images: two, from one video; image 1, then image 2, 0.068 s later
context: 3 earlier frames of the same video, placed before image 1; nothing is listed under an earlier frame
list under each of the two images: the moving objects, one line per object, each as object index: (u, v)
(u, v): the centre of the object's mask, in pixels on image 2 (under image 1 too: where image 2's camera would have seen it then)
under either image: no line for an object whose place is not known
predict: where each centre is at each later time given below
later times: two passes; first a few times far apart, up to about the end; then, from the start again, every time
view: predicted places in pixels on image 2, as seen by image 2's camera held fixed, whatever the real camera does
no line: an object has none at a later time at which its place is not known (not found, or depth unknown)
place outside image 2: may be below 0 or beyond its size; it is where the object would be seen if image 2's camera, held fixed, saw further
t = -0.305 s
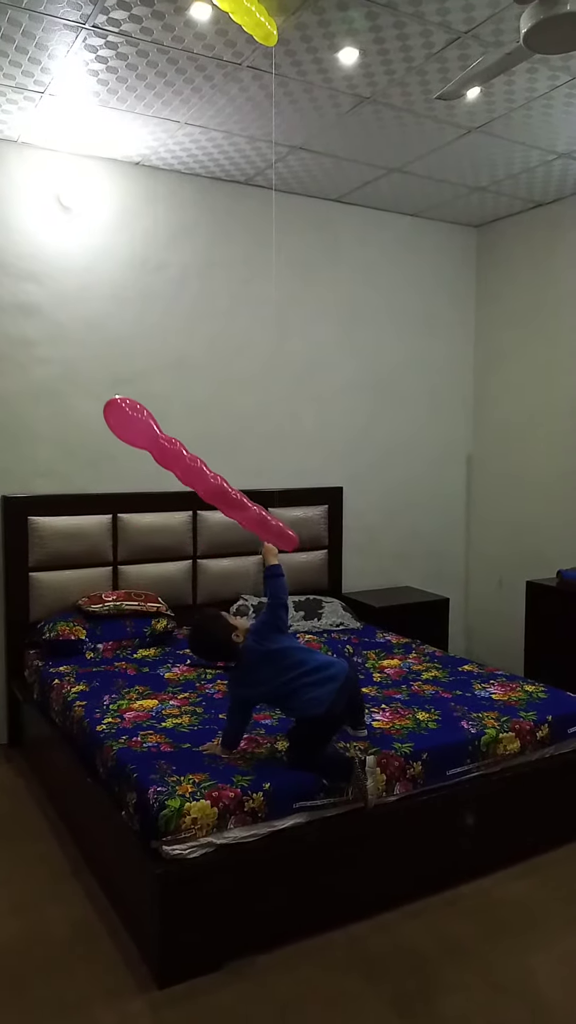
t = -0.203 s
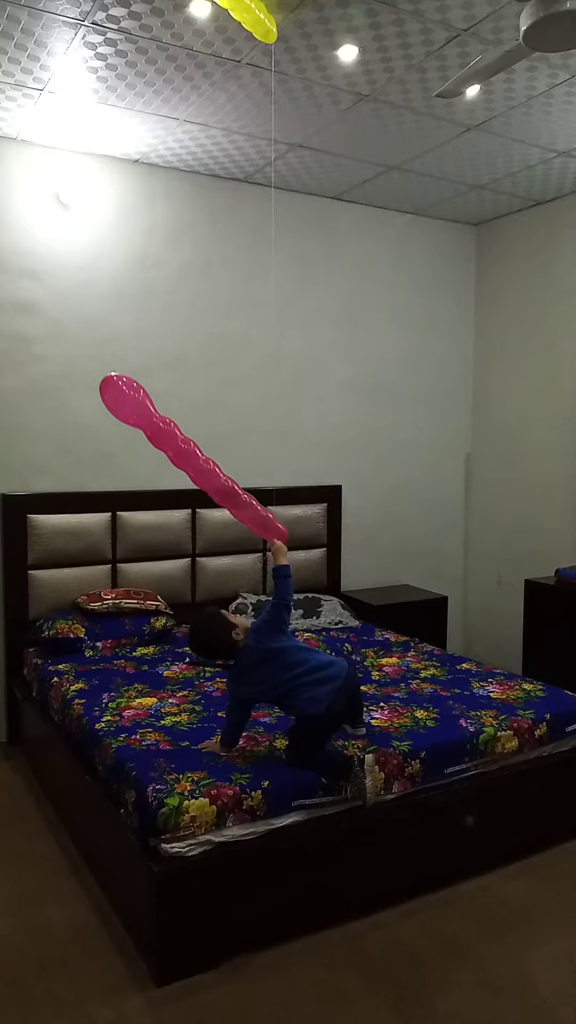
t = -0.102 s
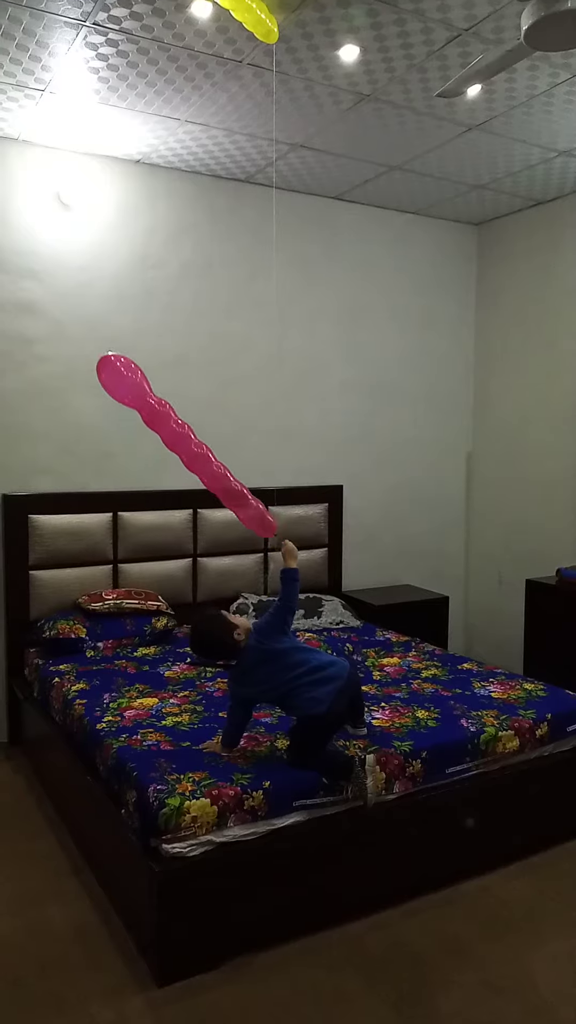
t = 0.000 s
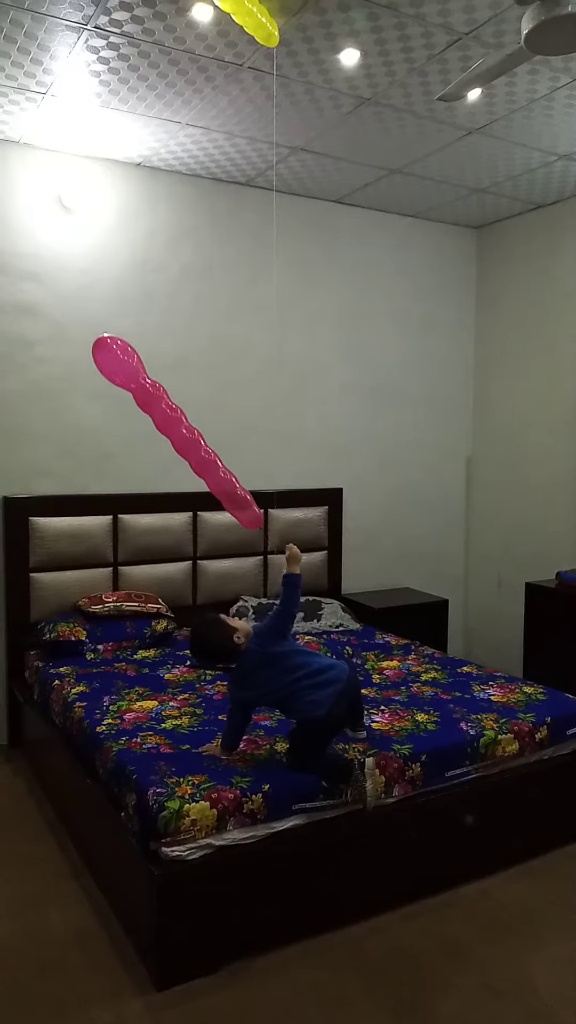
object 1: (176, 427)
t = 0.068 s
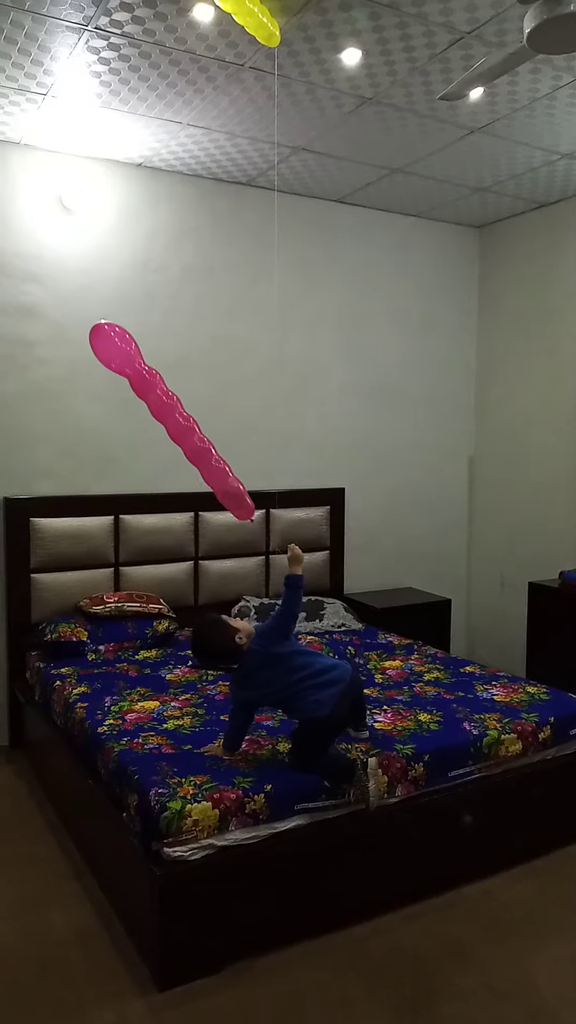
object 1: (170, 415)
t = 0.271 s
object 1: (181, 404)
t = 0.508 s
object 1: (197, 393)
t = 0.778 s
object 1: (209, 373)
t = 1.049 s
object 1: (220, 360)
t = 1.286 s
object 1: (232, 352)
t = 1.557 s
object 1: (248, 345)
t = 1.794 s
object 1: (262, 337)
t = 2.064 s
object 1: (272, 318)
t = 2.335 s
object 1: (277, 282)
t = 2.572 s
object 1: (277, 238)
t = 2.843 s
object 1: (274, 172)
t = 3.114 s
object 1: (276, 142)
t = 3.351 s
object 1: (279, 145)
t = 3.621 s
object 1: (278, 133)
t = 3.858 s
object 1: (271, 115)
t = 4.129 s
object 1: (267, 95)
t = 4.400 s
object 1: (273, 87)
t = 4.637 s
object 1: (277, 78)
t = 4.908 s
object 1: (284, 68)
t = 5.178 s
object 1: (289, 62)
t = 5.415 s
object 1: (295, 62)
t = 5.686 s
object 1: (299, 64)
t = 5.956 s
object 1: (304, 62)
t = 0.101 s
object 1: (167, 409)
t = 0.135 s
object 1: (168, 406)
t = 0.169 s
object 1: (171, 405)
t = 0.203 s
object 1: (174, 405)
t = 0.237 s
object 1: (178, 404)
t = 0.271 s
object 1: (181, 404)
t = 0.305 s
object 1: (183, 403)
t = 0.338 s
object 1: (186, 402)
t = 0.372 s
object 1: (189, 400)
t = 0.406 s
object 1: (191, 399)
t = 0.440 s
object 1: (193, 397)
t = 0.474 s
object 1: (195, 394)
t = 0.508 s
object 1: (197, 393)
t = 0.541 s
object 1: (199, 390)
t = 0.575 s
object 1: (201, 388)
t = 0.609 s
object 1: (202, 385)
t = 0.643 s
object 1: (203, 382)
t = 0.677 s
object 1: (204, 379)
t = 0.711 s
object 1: (206, 376)
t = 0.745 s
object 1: (207, 374)
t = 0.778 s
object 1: (209, 373)
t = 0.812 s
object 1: (211, 372)
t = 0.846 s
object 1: (213, 371)
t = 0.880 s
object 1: (214, 369)
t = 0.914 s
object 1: (215, 367)
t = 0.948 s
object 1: (216, 365)
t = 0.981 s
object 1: (217, 362)
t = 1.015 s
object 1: (219, 360)
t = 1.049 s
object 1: (220, 360)
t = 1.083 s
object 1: (222, 359)
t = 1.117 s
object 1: (224, 359)
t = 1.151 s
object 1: (226, 358)
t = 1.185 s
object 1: (228, 357)
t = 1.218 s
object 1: (229, 356)
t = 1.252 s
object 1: (230, 354)
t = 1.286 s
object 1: (232, 352)
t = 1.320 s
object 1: (234, 351)
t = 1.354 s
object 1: (236, 350)
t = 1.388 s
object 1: (238, 349)
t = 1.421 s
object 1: (240, 348)
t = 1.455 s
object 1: (242, 347)
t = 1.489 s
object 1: (244, 346)
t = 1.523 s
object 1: (246, 346)
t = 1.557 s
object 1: (248, 345)
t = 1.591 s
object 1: (250, 345)
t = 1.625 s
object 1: (252, 343)
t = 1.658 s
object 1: (254, 342)
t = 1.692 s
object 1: (256, 341)
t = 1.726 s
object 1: (258, 340)
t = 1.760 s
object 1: (260, 339)
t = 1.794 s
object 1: (262, 337)
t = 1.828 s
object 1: (263, 336)
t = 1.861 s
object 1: (265, 334)
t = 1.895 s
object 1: (266, 332)
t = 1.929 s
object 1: (267, 330)
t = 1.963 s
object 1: (269, 327)
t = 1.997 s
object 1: (270, 325)
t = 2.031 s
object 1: (271, 322)
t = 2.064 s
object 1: (272, 318)
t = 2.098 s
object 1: (273, 314)
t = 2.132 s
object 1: (274, 311)
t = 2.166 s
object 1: (274, 306)
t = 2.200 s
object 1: (275, 302)
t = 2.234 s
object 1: (276, 297)
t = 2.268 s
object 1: (276, 293)
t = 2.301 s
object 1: (276, 287)
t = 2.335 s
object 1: (277, 282)
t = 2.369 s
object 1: (277, 277)
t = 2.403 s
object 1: (277, 270)
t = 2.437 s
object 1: (277, 264)
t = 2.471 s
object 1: (277, 258)
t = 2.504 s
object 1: (278, 251)
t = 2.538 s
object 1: (277, 244)
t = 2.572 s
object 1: (277, 238)
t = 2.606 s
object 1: (277, 230)
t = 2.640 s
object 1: (277, 223)
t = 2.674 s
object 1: (276, 214)
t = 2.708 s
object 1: (276, 207)
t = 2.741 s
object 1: (276, 199)
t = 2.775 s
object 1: (275, 190)
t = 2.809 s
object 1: (275, 182)
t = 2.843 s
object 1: (274, 172)
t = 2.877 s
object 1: (274, 164)
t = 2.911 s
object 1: (273, 155)
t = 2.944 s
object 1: (273, 145)
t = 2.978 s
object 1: (272, 136)
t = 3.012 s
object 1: (272, 133)
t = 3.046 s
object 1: (274, 137)
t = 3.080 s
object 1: (275, 140)
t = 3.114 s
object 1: (276, 142)
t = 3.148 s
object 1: (277, 144)
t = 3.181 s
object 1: (277, 145)
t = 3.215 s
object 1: (278, 146)
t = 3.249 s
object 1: (278, 146)
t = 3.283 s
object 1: (279, 146)
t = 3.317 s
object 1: (280, 146)
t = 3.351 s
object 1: (279, 145)
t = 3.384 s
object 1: (280, 144)
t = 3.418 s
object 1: (280, 144)
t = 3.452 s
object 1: (280, 142)
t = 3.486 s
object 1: (280, 141)
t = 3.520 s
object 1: (279, 139)
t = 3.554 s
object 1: (279, 137)
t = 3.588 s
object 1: (278, 135)
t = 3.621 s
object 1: (278, 133)
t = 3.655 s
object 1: (277, 131)
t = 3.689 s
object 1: (276, 129)
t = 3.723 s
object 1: (275, 126)
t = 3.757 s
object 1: (274, 124)
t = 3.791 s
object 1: (273, 121)
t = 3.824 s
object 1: (272, 118)
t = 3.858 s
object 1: (271, 115)
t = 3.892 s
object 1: (270, 111)
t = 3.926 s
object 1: (269, 108)
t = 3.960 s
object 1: (268, 104)
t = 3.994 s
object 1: (266, 101)
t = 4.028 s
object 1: (264, 97)
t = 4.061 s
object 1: (264, 94)
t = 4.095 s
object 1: (266, 95)
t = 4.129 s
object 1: (267, 95)
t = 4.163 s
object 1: (268, 94)
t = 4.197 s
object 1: (269, 94)
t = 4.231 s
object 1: (269, 93)
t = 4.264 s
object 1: (270, 92)
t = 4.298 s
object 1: (271, 91)
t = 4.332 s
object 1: (271, 90)
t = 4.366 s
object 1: (272, 89)
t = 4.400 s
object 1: (273, 87)
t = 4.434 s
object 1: (273, 85)
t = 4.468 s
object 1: (272, 83)
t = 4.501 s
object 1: (273, 82)
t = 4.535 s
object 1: (274, 81)
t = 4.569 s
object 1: (275, 80)
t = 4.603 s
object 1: (276, 79)
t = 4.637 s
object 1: (277, 78)
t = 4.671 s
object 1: (278, 77)
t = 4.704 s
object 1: (279, 76)
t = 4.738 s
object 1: (279, 75)
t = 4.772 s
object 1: (280, 73)
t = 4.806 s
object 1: (282, 72)
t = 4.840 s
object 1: (283, 71)
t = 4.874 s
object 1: (283, 70)
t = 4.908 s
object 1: (284, 68)
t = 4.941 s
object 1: (285, 67)
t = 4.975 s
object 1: (285, 66)
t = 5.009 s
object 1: (285, 64)
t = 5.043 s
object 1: (286, 63)
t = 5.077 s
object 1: (287, 62)
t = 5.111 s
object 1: (288, 62)
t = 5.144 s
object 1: (289, 62)
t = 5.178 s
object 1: (289, 62)
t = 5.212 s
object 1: (291, 62)
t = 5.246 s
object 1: (292, 62)
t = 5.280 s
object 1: (292, 62)
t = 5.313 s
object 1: (293, 62)
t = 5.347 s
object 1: (295, 62)
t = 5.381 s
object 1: (294, 61)
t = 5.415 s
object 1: (295, 62)
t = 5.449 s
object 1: (295, 62)
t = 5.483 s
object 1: (296, 63)
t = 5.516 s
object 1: (296, 63)
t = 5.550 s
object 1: (297, 64)
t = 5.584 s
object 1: (297, 64)
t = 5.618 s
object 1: (298, 64)
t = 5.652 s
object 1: (298, 64)
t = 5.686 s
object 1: (299, 64)
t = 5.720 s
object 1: (300, 65)
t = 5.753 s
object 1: (301, 65)
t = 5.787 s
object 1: (301, 64)
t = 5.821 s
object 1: (301, 64)
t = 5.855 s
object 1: (302, 63)
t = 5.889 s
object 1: (302, 63)
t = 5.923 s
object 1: (302, 63)
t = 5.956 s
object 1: (304, 62)
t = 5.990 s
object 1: (304, 62)
